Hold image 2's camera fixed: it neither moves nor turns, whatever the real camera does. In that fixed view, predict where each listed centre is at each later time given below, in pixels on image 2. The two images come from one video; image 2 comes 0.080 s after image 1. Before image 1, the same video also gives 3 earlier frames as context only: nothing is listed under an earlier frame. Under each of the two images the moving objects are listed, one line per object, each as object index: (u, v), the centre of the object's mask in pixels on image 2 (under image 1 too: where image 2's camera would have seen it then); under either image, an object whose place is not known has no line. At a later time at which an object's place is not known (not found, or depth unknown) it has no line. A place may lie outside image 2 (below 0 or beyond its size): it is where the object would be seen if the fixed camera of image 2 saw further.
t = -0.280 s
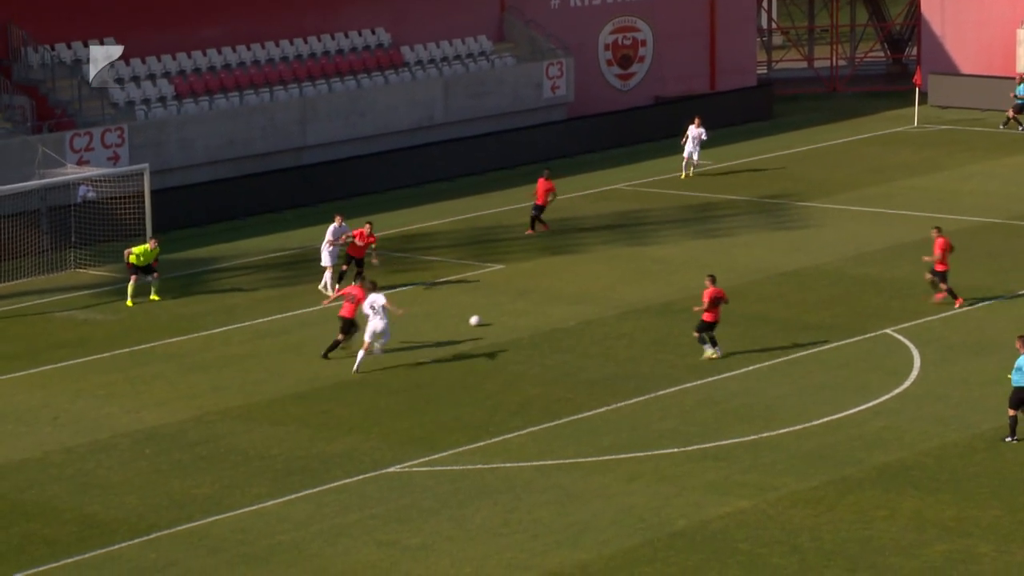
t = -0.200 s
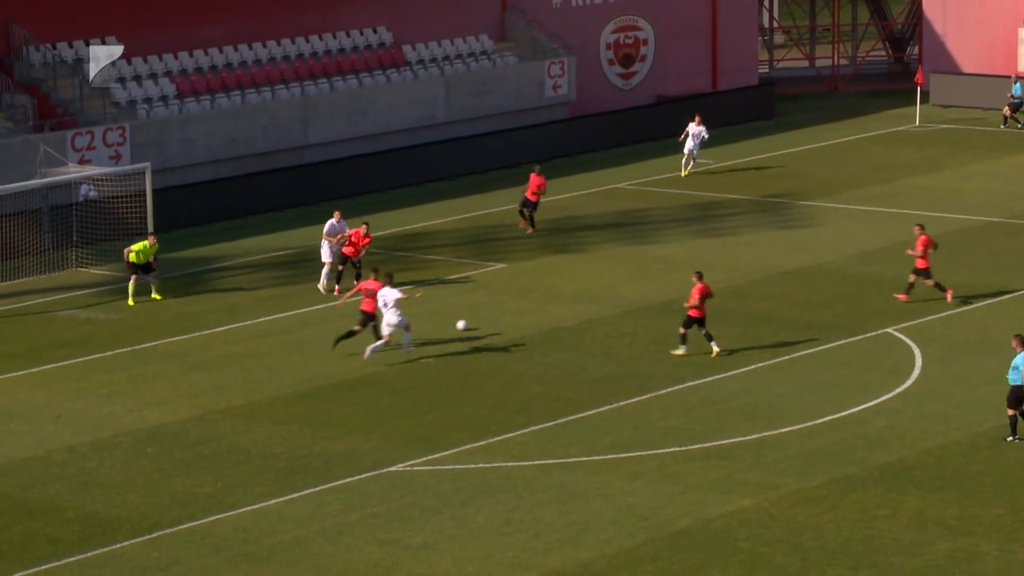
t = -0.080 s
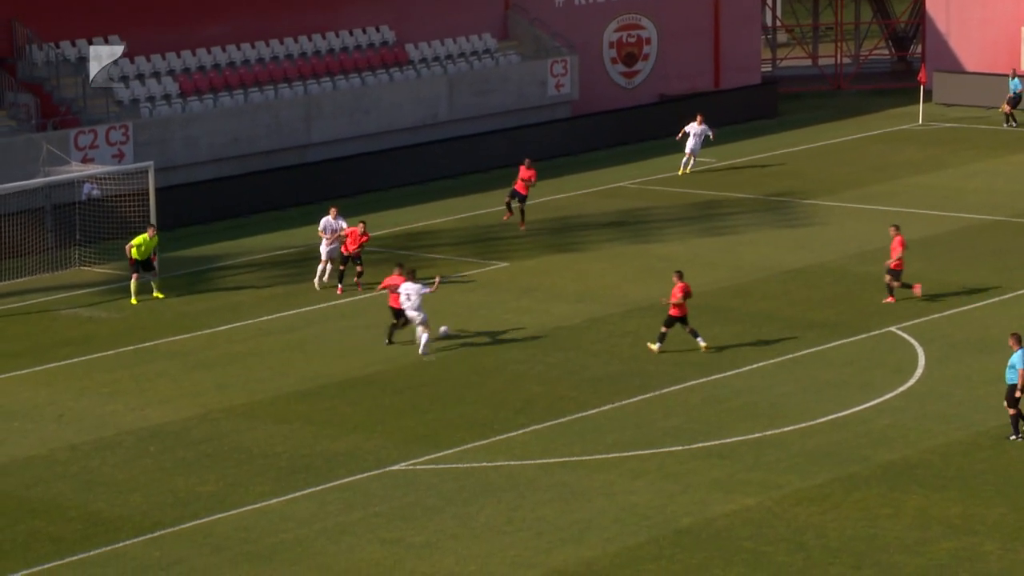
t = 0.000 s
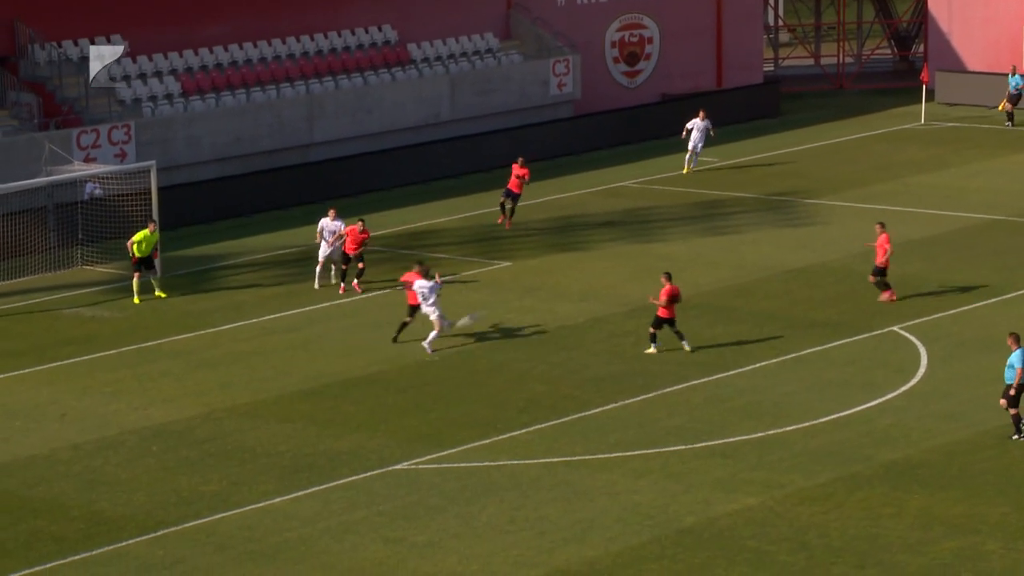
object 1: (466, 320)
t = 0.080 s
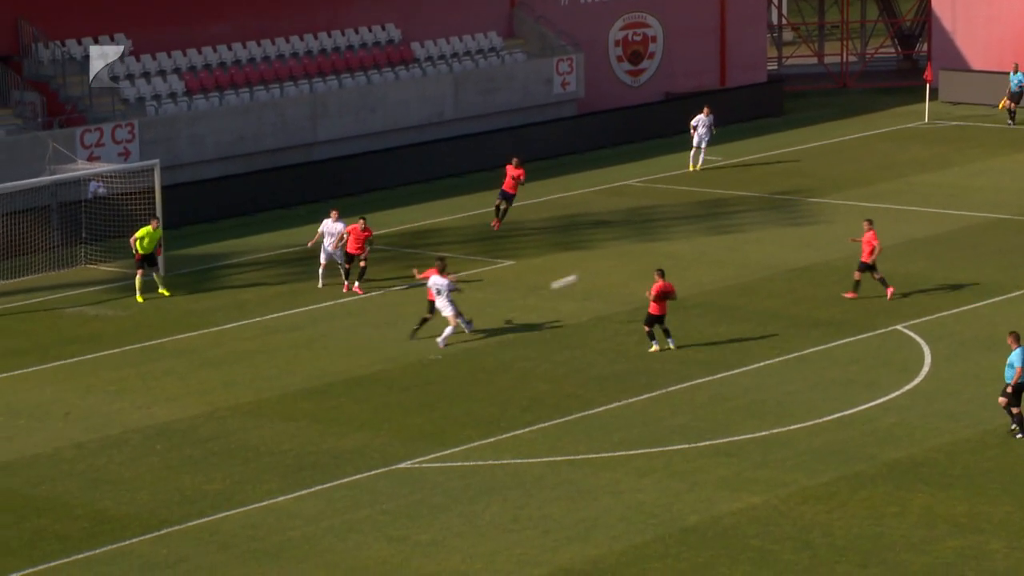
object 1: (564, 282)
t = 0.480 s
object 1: (986, 161)
